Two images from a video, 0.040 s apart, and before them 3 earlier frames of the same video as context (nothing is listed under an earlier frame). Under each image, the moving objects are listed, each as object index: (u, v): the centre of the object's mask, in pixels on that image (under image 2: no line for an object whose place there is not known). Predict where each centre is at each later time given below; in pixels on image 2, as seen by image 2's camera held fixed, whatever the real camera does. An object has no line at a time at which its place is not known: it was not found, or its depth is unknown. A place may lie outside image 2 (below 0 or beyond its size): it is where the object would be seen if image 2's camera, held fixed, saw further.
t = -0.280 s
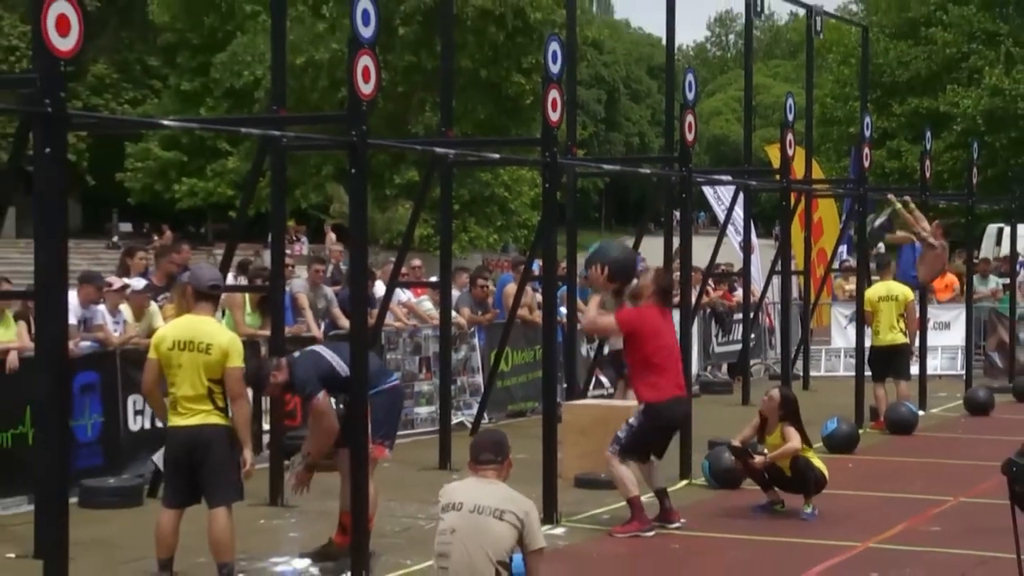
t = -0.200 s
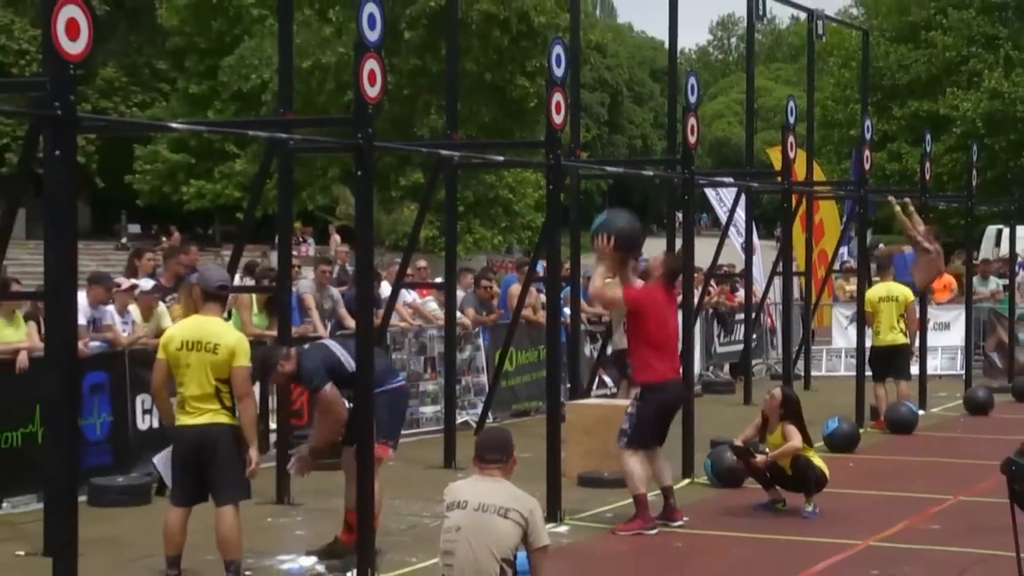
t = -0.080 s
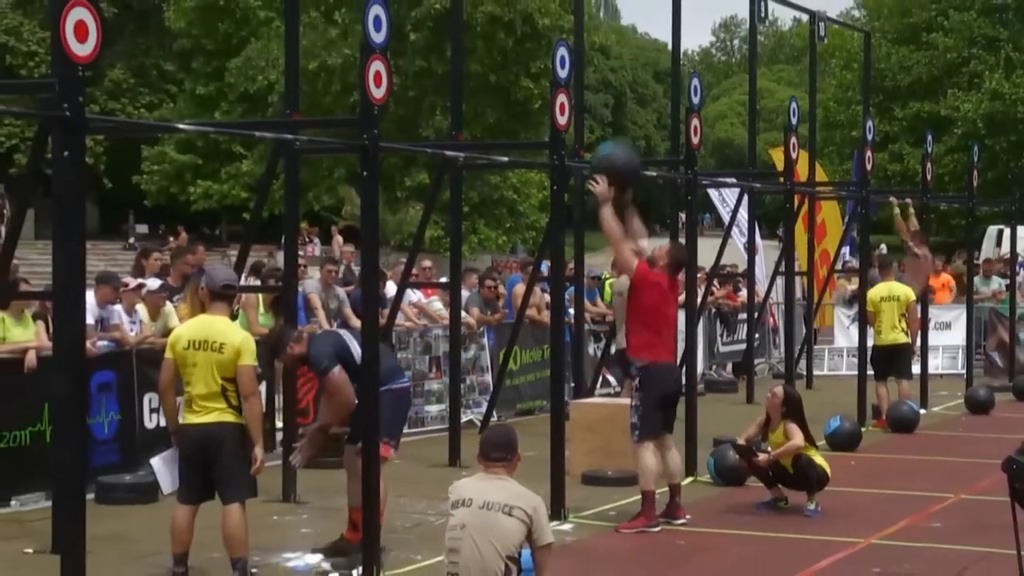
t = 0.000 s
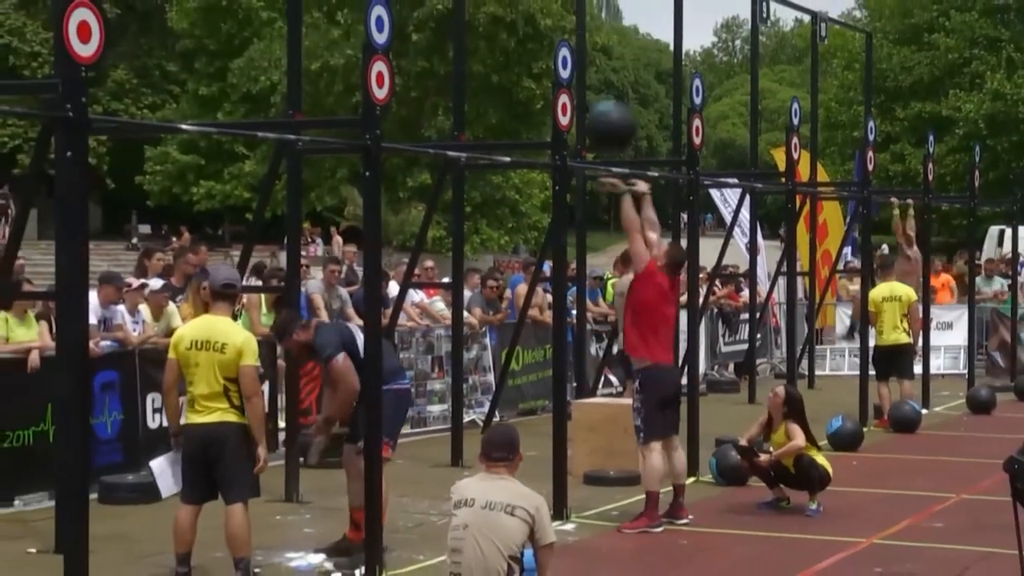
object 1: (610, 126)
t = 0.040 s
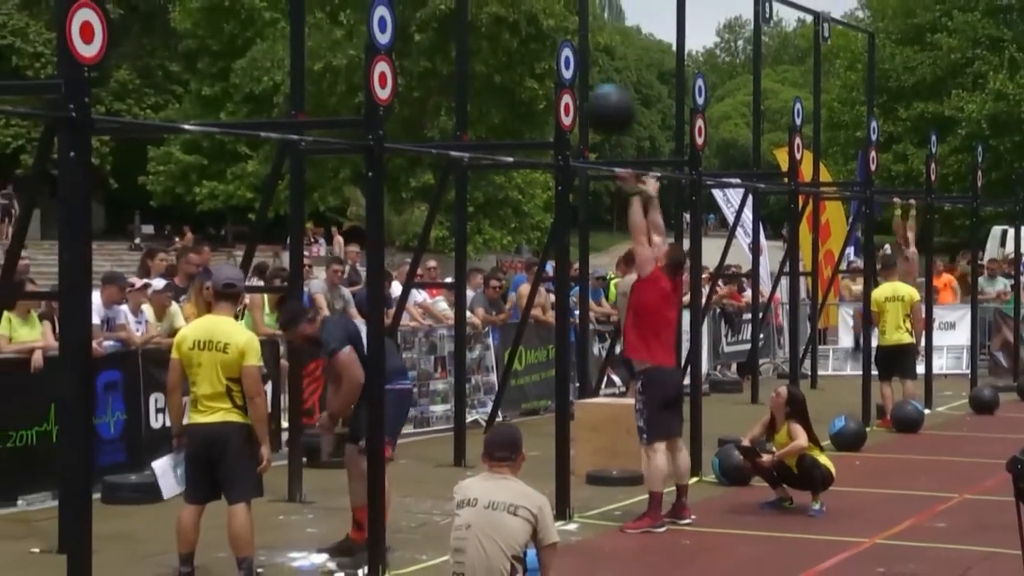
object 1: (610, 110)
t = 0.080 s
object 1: (607, 93)
